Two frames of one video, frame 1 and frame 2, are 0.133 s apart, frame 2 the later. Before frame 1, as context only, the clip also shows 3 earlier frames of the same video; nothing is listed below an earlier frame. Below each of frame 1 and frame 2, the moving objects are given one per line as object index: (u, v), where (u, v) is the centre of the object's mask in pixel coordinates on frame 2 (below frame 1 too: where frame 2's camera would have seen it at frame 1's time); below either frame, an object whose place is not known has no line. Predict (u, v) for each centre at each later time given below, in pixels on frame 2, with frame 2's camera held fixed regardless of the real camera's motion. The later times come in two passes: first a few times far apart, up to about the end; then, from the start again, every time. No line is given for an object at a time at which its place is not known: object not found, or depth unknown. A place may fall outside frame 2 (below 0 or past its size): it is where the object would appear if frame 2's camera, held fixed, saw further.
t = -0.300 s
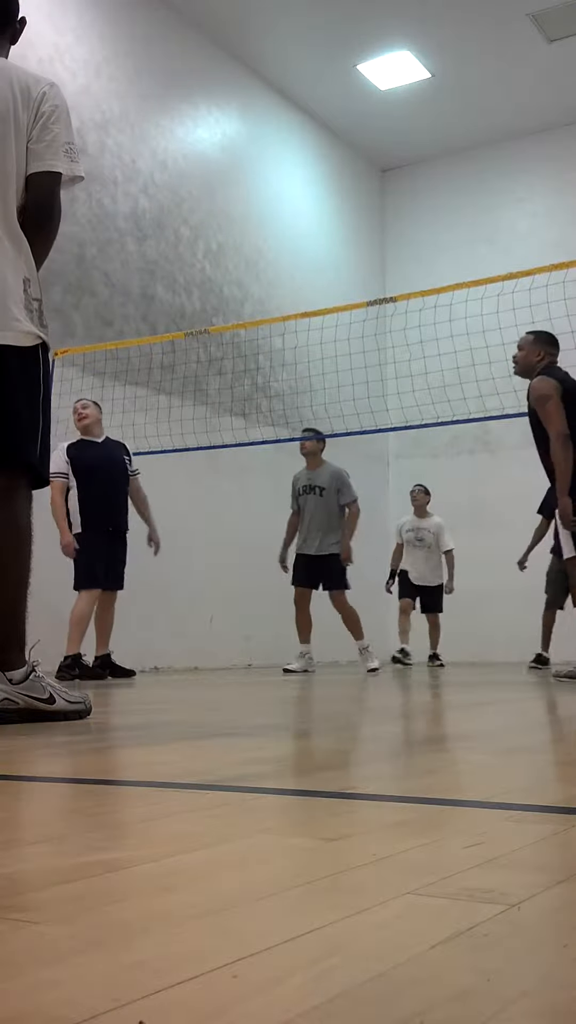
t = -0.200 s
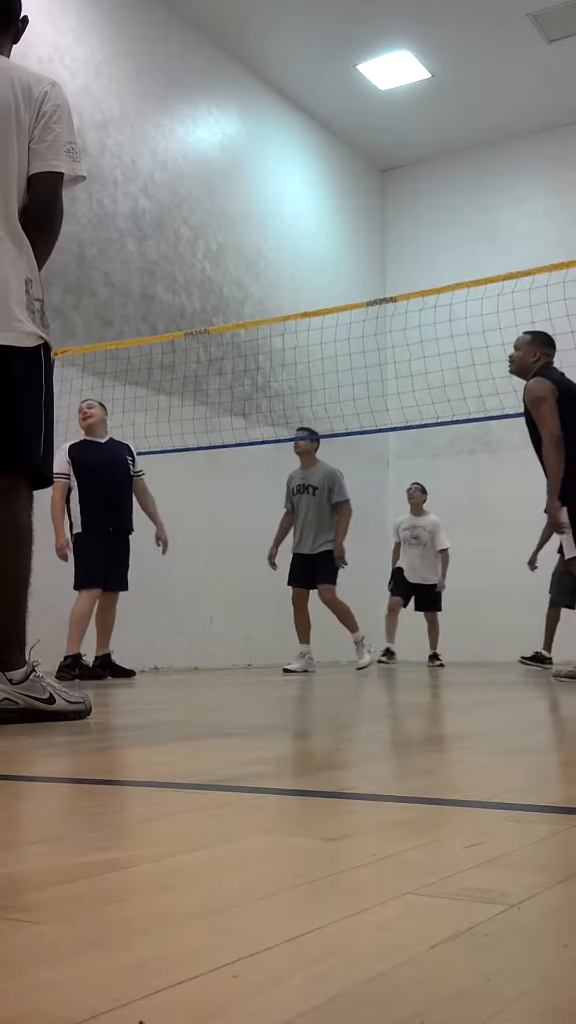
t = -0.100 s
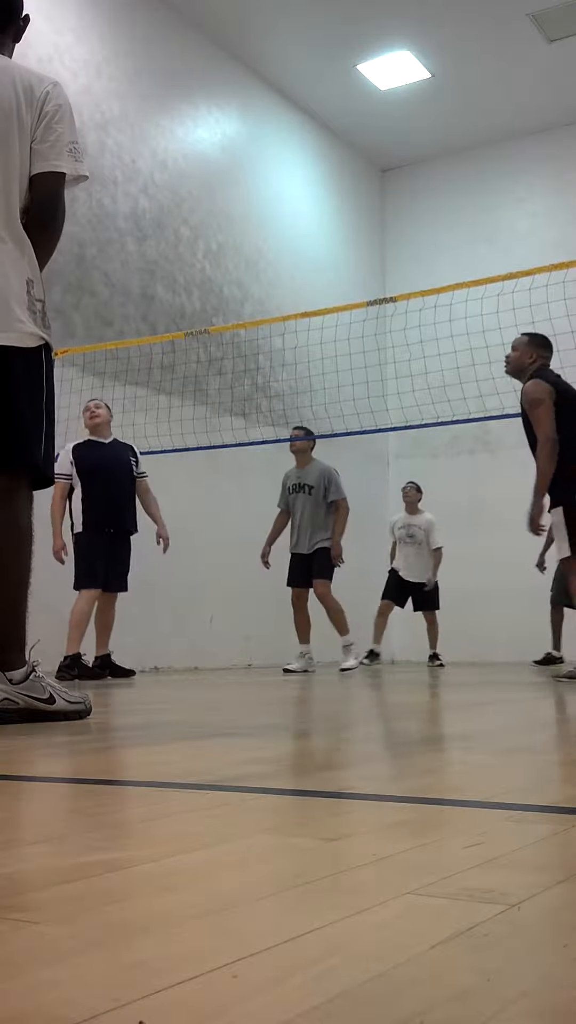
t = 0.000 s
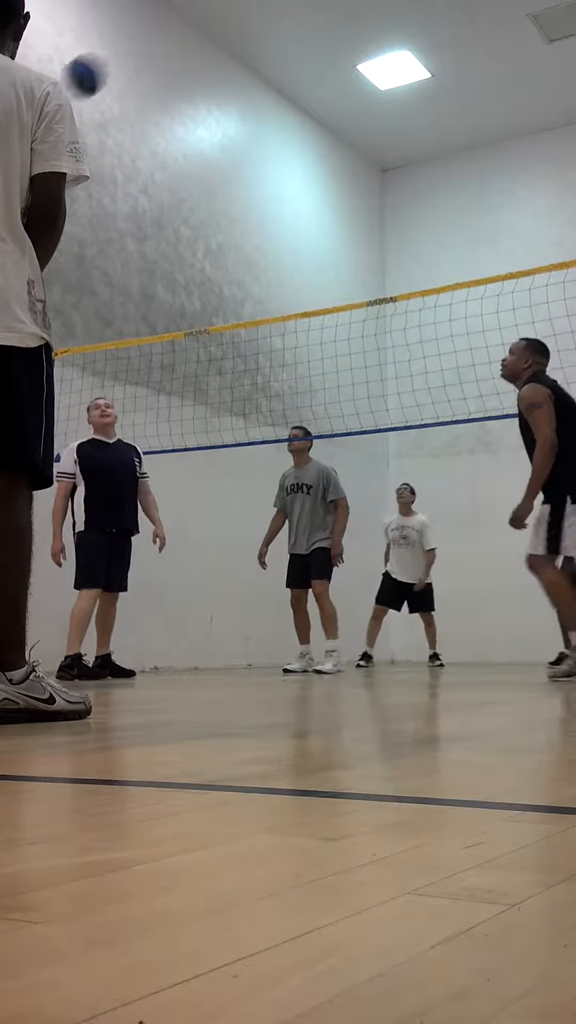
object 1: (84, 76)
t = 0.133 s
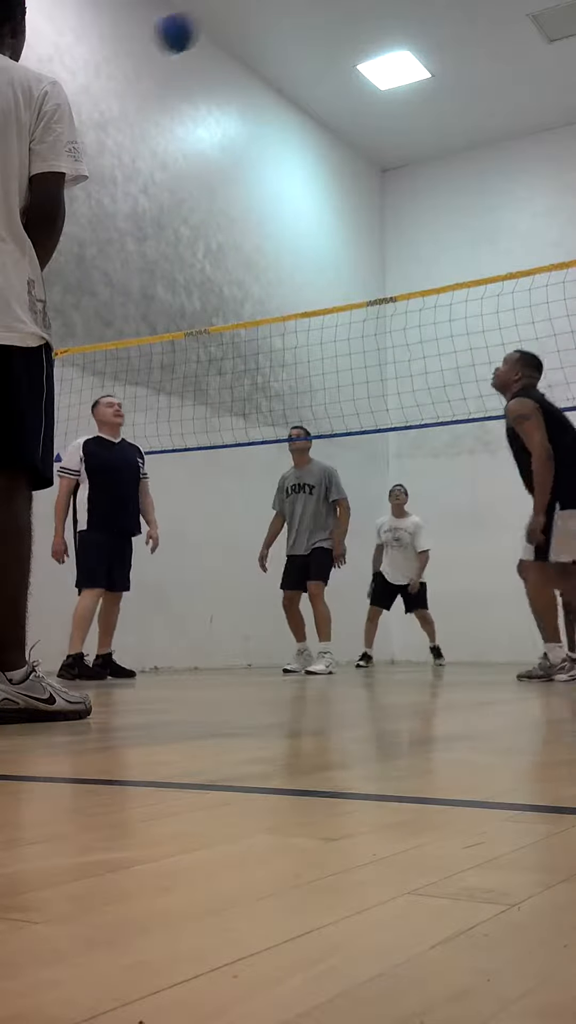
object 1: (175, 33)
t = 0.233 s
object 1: (241, 18)
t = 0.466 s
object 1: (388, 41)
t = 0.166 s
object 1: (199, 26)
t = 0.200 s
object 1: (220, 21)
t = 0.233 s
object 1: (241, 18)
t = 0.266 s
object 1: (263, 18)
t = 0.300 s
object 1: (284, 18)
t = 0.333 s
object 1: (306, 19)
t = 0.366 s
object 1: (326, 22)
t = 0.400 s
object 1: (347, 28)
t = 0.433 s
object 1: (368, 36)
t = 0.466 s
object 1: (388, 41)
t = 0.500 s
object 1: (413, 51)
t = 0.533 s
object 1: (433, 65)
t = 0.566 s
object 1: (452, 78)
